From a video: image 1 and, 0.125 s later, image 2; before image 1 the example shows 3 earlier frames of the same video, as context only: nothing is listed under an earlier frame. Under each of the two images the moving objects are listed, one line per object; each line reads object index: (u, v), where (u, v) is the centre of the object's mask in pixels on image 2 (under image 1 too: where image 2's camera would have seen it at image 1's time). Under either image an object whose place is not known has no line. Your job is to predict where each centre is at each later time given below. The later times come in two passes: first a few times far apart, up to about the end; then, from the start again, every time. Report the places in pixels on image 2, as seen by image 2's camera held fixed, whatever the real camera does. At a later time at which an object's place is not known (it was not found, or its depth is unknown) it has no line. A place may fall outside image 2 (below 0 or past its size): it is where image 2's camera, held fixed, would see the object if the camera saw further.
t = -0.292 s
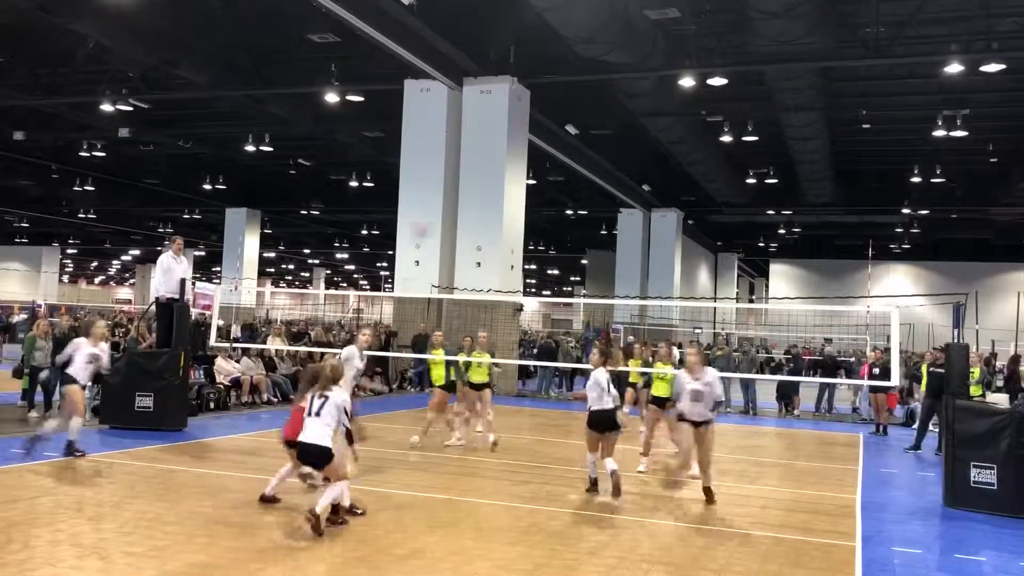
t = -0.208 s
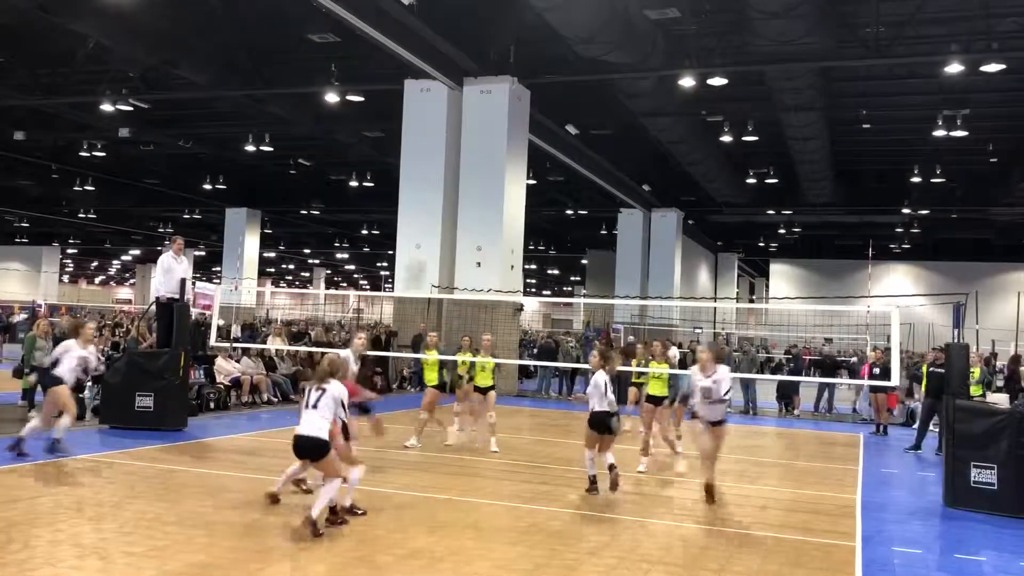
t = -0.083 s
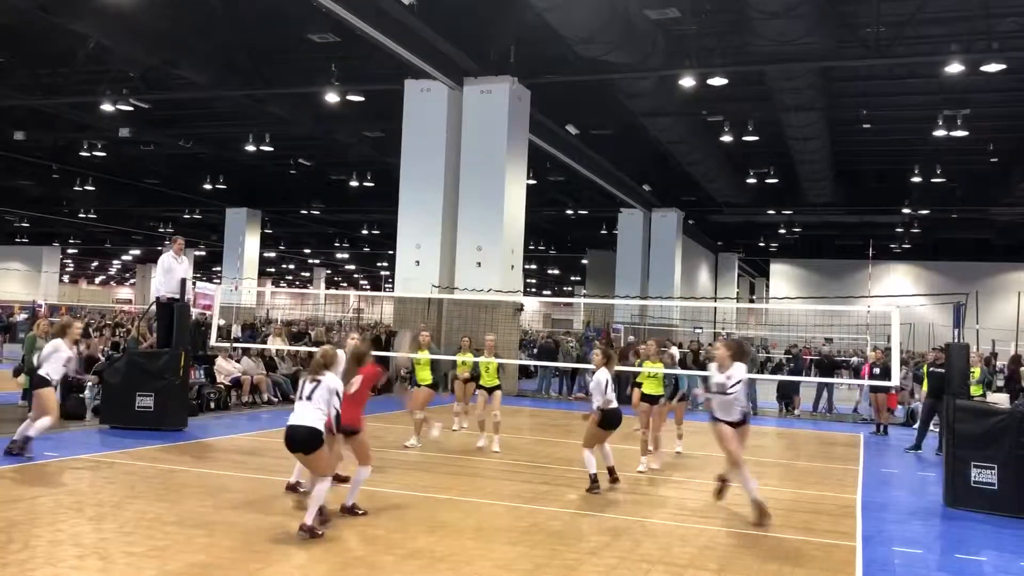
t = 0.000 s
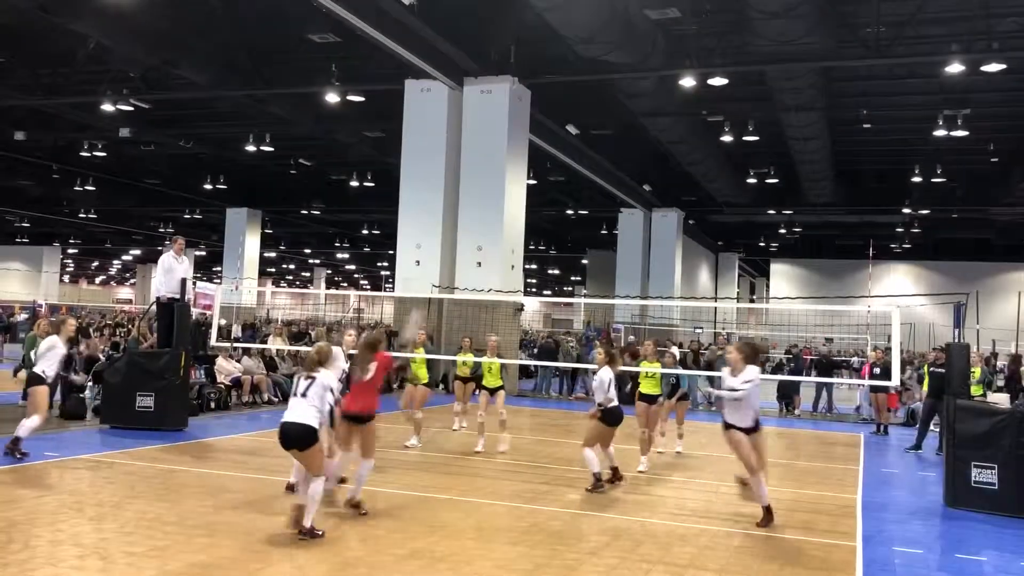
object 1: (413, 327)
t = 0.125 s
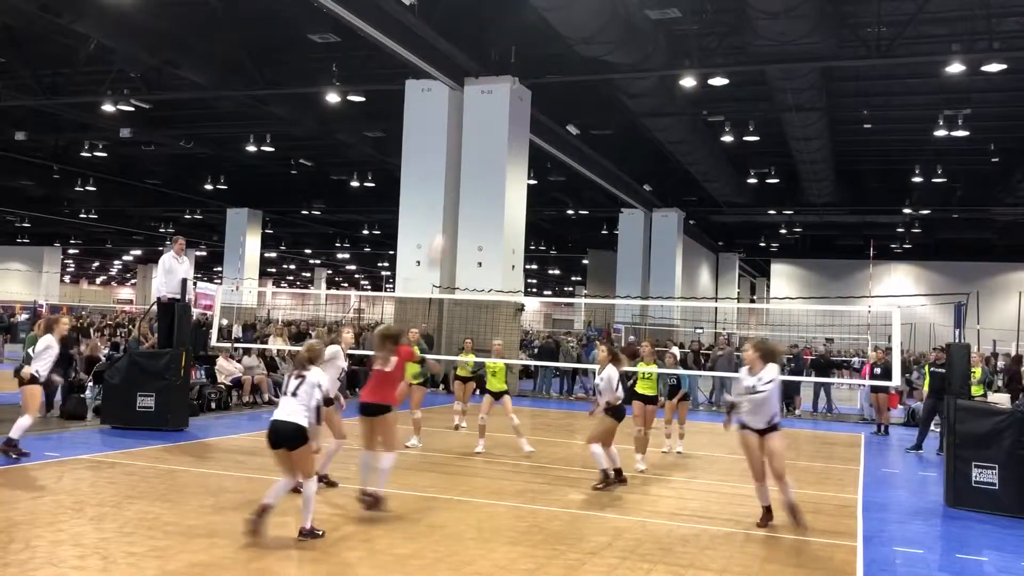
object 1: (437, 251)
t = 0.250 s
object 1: (457, 193)
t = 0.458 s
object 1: (487, 136)
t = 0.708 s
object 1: (518, 120)
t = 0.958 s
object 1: (544, 157)
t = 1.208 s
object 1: (565, 239)
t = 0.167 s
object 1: (443, 229)
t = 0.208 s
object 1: (452, 207)
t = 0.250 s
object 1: (457, 193)
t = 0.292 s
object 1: (464, 176)
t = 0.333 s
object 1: (469, 165)
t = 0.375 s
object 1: (476, 153)
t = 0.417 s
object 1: (482, 143)
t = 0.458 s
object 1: (487, 136)
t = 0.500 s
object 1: (493, 128)
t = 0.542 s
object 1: (499, 124)
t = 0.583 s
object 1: (504, 121)
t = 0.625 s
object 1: (509, 119)
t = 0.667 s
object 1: (514, 119)
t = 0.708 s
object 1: (518, 120)
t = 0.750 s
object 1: (523, 122)
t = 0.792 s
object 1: (528, 127)
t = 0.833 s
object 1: (532, 132)
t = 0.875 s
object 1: (536, 140)
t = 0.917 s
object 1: (540, 148)
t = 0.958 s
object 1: (544, 157)
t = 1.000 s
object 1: (548, 168)
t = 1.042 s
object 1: (552, 180)
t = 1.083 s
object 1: (555, 192)
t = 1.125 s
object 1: (558, 207)
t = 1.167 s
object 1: (561, 223)
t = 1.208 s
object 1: (565, 239)
